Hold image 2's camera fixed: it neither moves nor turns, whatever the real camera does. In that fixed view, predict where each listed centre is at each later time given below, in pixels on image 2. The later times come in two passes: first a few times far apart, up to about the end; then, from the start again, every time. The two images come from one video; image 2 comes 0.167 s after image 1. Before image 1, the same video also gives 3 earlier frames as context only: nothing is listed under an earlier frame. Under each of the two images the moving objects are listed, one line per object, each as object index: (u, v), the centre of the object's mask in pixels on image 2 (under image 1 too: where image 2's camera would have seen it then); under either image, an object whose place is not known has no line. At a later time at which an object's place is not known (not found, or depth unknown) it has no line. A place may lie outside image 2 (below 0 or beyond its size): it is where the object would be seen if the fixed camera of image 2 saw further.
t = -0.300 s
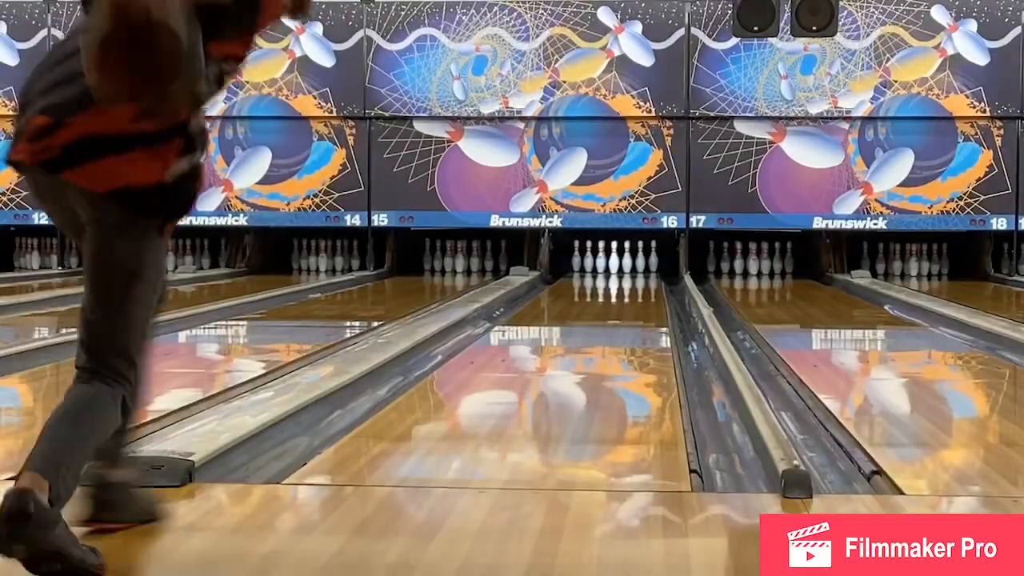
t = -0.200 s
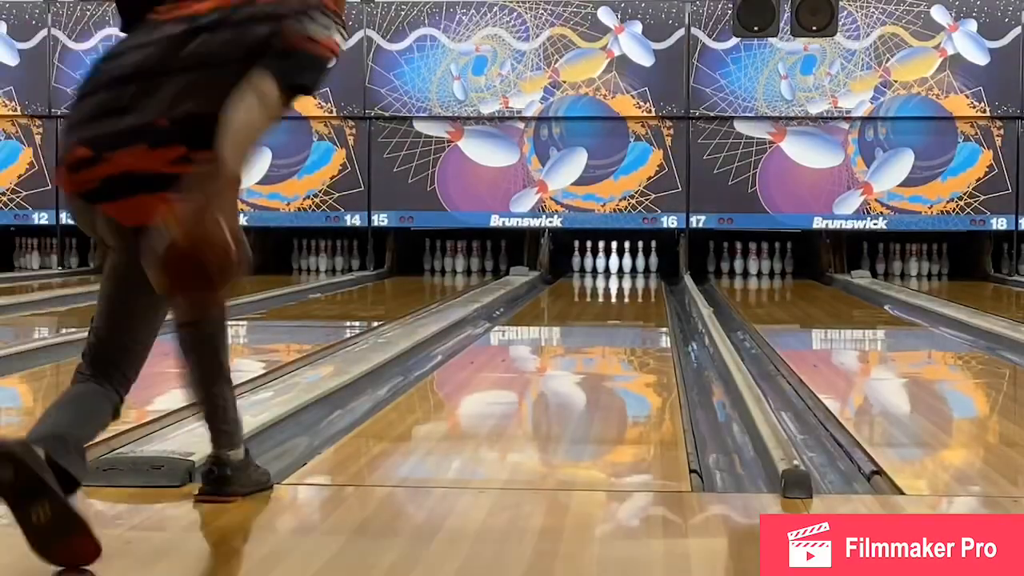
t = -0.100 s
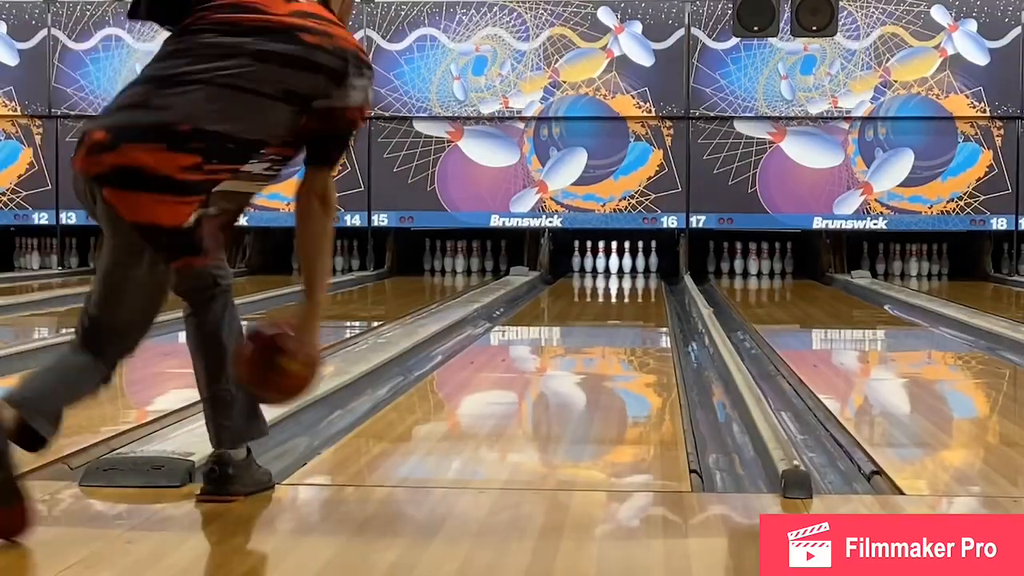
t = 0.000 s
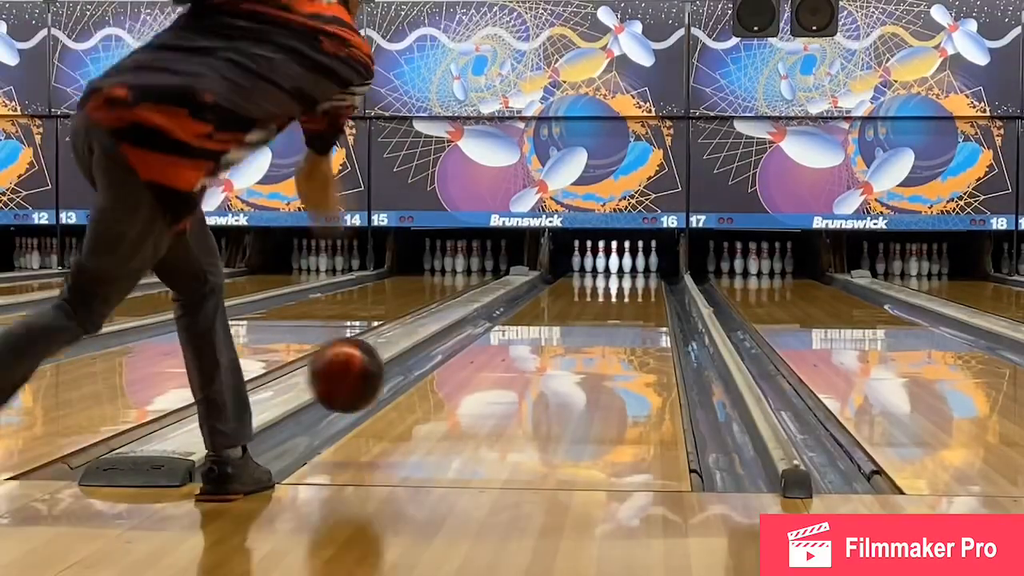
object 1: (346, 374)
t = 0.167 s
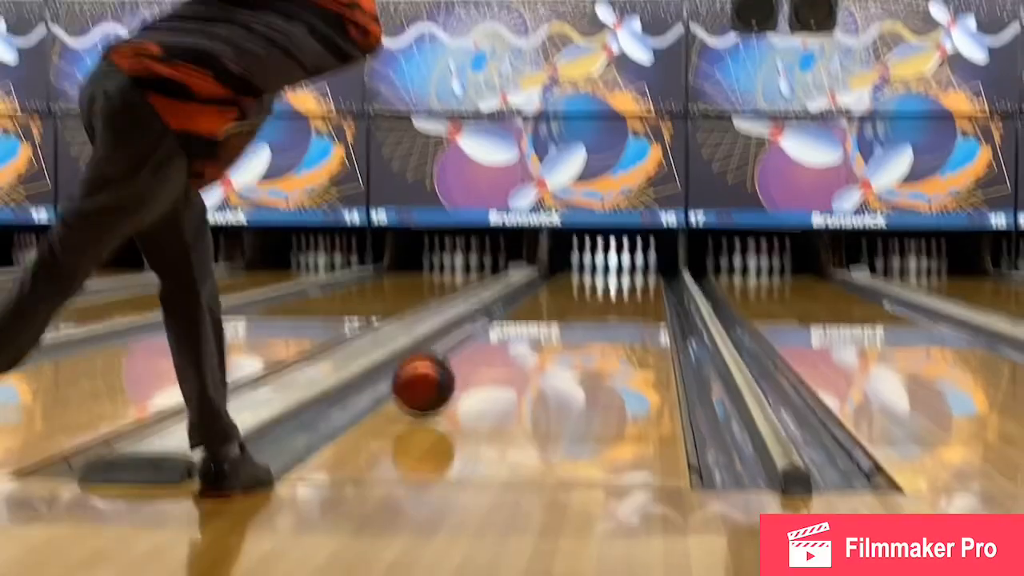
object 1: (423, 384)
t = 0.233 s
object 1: (447, 376)
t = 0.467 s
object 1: (507, 345)
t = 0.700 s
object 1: (548, 324)
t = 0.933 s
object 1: (576, 309)
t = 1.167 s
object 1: (598, 297)
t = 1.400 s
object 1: (613, 287)
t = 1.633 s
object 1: (624, 280)
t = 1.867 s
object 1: (631, 274)
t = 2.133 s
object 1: (634, 268)
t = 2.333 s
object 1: (631, 265)
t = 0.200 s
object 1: (435, 379)
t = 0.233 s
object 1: (447, 376)
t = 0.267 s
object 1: (458, 370)
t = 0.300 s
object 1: (467, 365)
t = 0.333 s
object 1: (476, 360)
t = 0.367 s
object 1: (485, 356)
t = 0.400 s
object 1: (492, 352)
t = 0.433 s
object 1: (500, 348)
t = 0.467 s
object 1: (507, 345)
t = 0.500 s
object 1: (514, 341)
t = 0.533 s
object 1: (521, 338)
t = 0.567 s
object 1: (527, 335)
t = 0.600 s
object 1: (532, 333)
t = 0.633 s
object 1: (538, 330)
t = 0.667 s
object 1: (543, 327)
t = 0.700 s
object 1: (548, 324)
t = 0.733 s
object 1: (553, 322)
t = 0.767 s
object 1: (557, 319)
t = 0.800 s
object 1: (561, 316)
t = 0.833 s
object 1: (565, 315)
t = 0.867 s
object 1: (570, 312)
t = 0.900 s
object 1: (573, 310)
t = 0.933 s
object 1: (576, 309)
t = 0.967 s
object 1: (580, 307)
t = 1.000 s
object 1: (584, 305)
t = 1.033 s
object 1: (586, 302)
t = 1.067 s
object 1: (589, 301)
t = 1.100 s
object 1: (592, 299)
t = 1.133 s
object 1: (595, 298)
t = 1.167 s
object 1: (598, 297)
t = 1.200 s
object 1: (600, 295)
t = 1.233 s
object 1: (602, 293)
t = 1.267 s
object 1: (605, 292)
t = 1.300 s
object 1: (607, 291)
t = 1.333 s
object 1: (609, 289)
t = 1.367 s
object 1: (610, 288)
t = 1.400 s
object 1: (613, 287)
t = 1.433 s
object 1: (615, 286)
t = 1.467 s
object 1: (616, 284)
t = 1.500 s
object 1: (618, 284)
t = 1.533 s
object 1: (619, 282)
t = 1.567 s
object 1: (620, 281)
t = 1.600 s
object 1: (623, 281)
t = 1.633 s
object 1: (624, 280)
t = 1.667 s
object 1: (625, 279)
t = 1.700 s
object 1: (626, 278)
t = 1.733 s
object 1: (628, 277)
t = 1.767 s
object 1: (629, 276)
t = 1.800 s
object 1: (629, 276)
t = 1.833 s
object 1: (631, 274)
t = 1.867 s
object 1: (631, 274)
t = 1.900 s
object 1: (633, 273)
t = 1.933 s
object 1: (632, 272)
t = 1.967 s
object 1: (633, 272)
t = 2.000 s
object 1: (633, 271)
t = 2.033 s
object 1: (634, 270)
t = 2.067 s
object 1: (633, 270)
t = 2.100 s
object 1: (634, 269)
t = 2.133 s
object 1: (634, 268)
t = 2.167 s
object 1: (634, 267)
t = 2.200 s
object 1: (633, 267)
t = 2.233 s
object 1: (633, 266)
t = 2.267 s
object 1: (633, 266)
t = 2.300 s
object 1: (632, 265)
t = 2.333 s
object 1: (631, 265)
